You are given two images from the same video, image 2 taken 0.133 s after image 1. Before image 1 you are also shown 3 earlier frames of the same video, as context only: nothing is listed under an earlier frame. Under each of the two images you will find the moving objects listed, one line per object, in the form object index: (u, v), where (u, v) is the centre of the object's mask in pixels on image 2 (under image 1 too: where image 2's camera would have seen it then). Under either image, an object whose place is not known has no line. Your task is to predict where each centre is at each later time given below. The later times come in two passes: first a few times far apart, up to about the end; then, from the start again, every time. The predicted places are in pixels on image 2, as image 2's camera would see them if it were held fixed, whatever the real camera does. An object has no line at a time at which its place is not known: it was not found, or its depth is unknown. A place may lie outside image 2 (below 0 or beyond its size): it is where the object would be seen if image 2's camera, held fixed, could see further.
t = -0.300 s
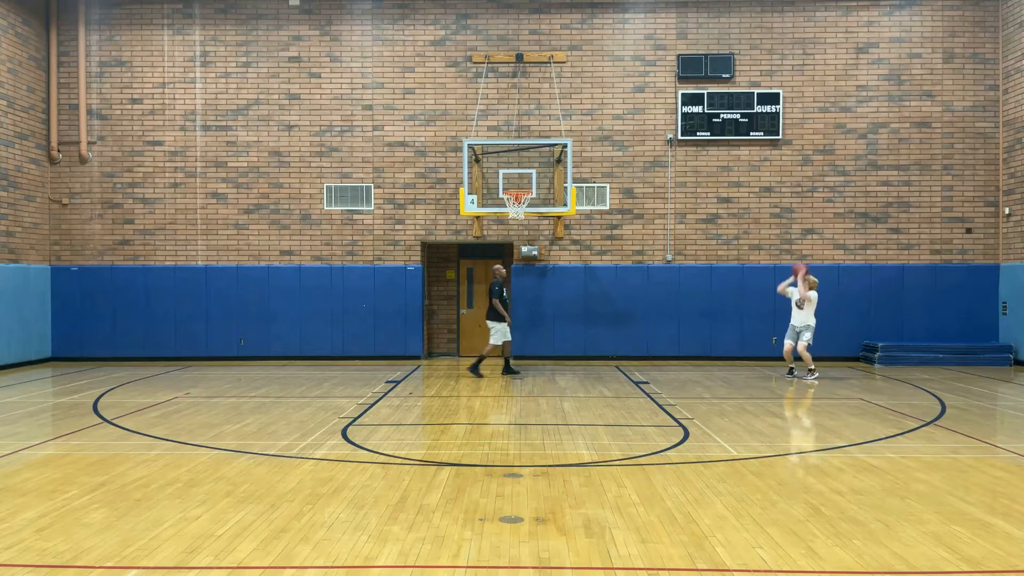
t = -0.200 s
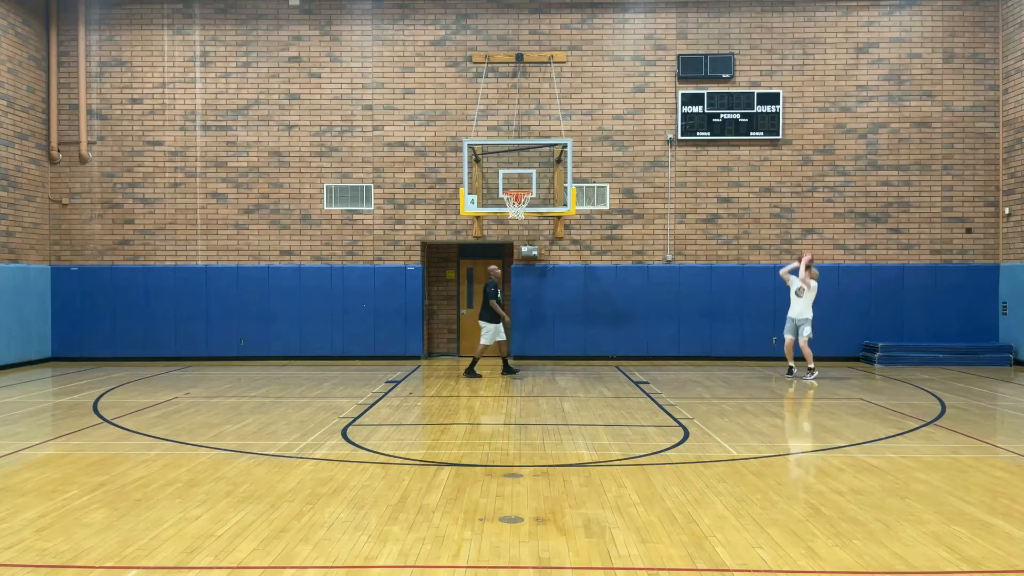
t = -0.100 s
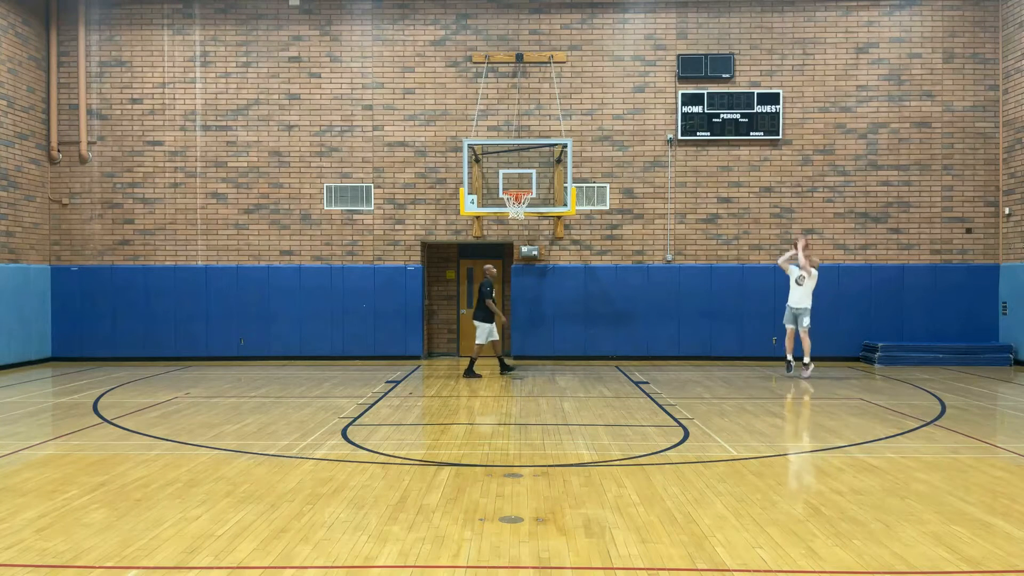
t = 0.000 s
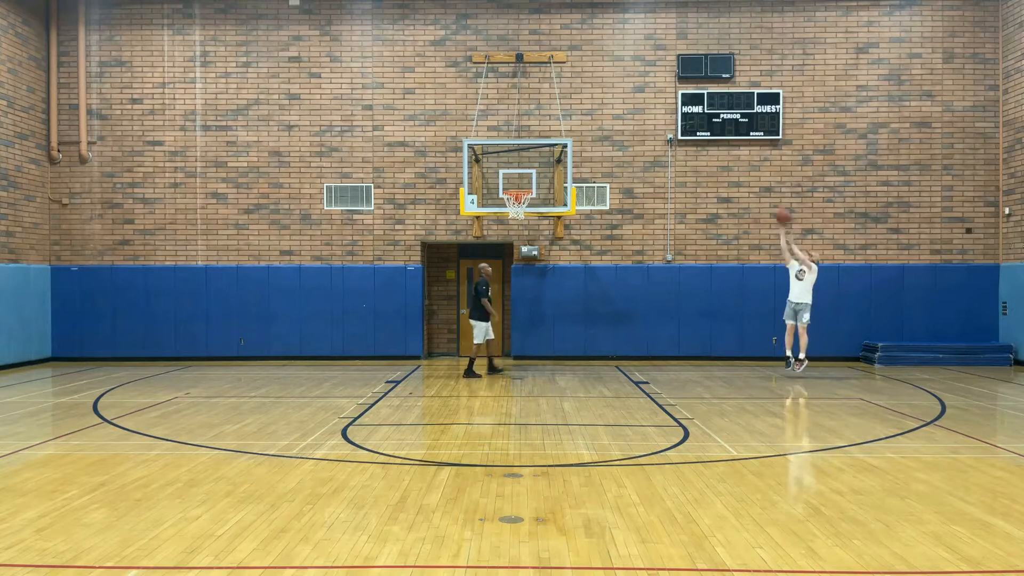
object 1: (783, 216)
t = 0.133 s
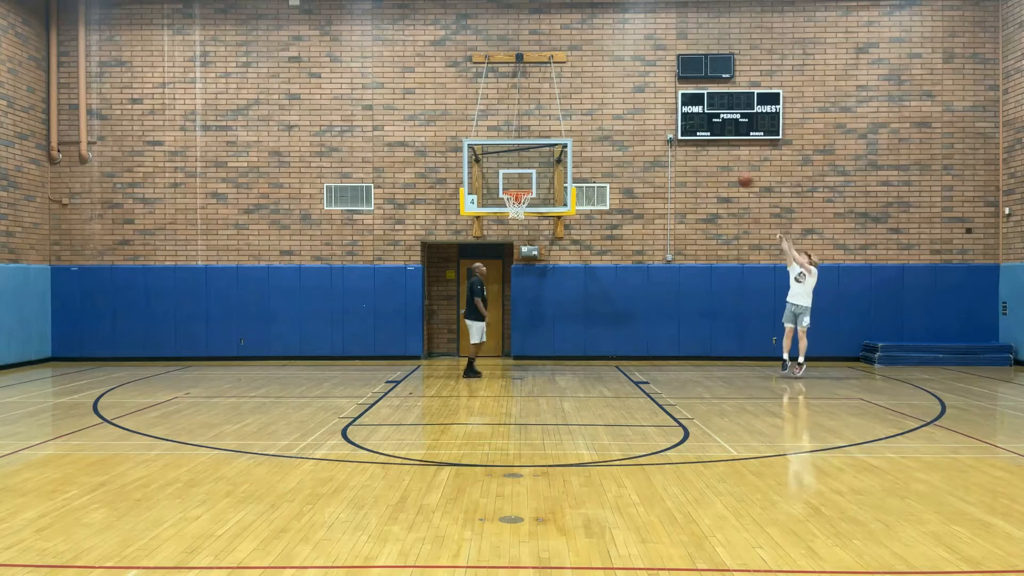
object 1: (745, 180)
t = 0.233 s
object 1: (717, 160)
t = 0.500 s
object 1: (645, 136)
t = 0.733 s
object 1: (582, 150)
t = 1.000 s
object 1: (523, 174)
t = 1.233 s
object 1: (499, 158)
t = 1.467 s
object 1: (475, 175)
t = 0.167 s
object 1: (736, 173)
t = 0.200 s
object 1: (727, 166)
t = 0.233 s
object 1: (717, 160)
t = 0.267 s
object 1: (709, 154)
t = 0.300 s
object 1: (700, 149)
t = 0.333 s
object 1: (690, 145)
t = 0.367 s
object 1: (682, 142)
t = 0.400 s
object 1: (671, 139)
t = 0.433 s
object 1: (663, 138)
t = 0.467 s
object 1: (654, 136)
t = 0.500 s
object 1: (645, 136)
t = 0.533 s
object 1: (636, 136)
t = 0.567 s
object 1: (626, 137)
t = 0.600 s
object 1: (618, 138)
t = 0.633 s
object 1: (609, 140)
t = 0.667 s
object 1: (600, 142)
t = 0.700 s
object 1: (591, 145)
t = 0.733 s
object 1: (582, 150)
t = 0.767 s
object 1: (574, 154)
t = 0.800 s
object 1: (564, 160)
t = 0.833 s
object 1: (556, 166)
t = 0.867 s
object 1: (547, 172)
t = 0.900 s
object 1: (538, 180)
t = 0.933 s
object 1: (531, 184)
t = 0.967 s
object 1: (527, 180)
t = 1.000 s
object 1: (523, 174)
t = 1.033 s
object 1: (520, 170)
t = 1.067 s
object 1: (517, 166)
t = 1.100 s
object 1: (513, 163)
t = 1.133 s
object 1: (510, 161)
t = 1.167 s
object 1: (506, 159)
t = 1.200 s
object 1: (502, 159)
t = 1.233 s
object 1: (499, 158)
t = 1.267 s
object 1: (496, 159)
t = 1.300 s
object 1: (492, 159)
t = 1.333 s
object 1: (488, 161)
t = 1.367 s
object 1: (485, 164)
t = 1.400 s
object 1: (481, 167)
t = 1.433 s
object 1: (478, 170)
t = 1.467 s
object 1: (475, 175)
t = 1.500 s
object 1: (471, 179)
